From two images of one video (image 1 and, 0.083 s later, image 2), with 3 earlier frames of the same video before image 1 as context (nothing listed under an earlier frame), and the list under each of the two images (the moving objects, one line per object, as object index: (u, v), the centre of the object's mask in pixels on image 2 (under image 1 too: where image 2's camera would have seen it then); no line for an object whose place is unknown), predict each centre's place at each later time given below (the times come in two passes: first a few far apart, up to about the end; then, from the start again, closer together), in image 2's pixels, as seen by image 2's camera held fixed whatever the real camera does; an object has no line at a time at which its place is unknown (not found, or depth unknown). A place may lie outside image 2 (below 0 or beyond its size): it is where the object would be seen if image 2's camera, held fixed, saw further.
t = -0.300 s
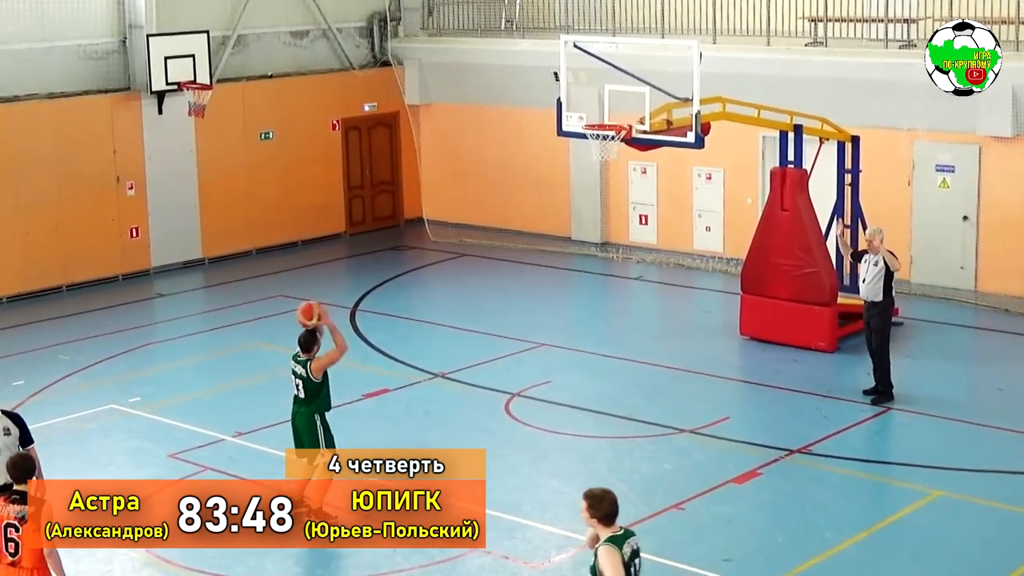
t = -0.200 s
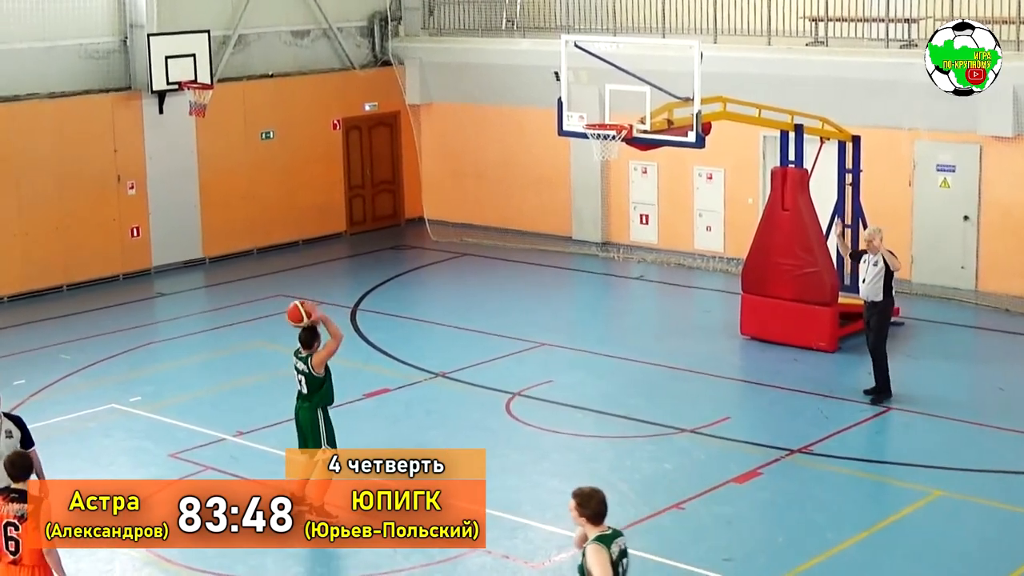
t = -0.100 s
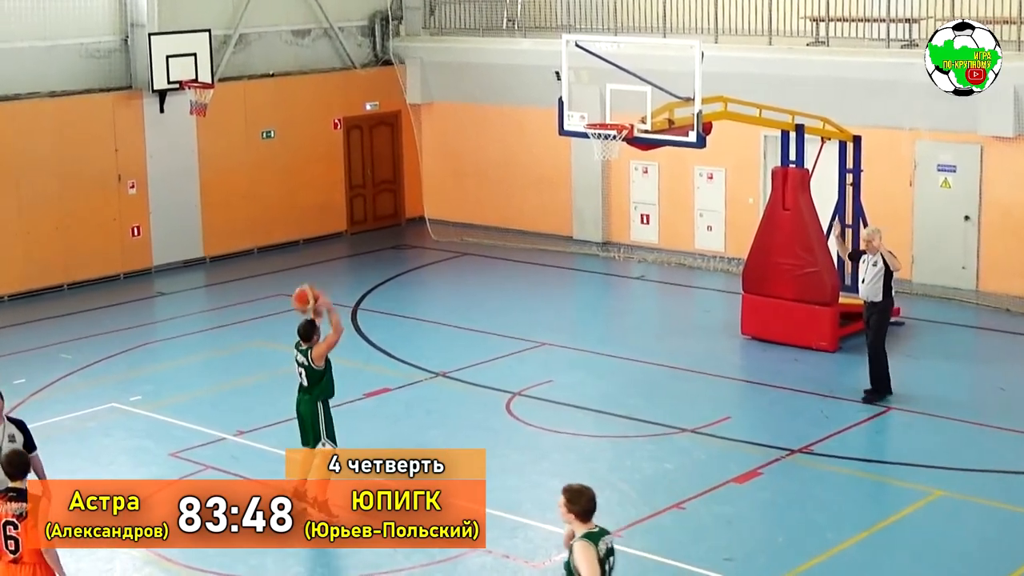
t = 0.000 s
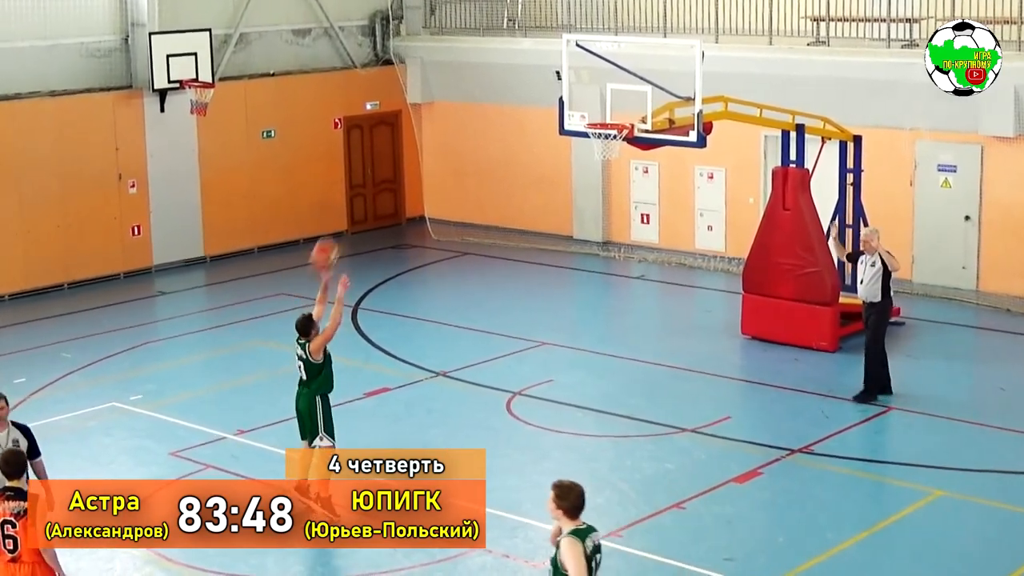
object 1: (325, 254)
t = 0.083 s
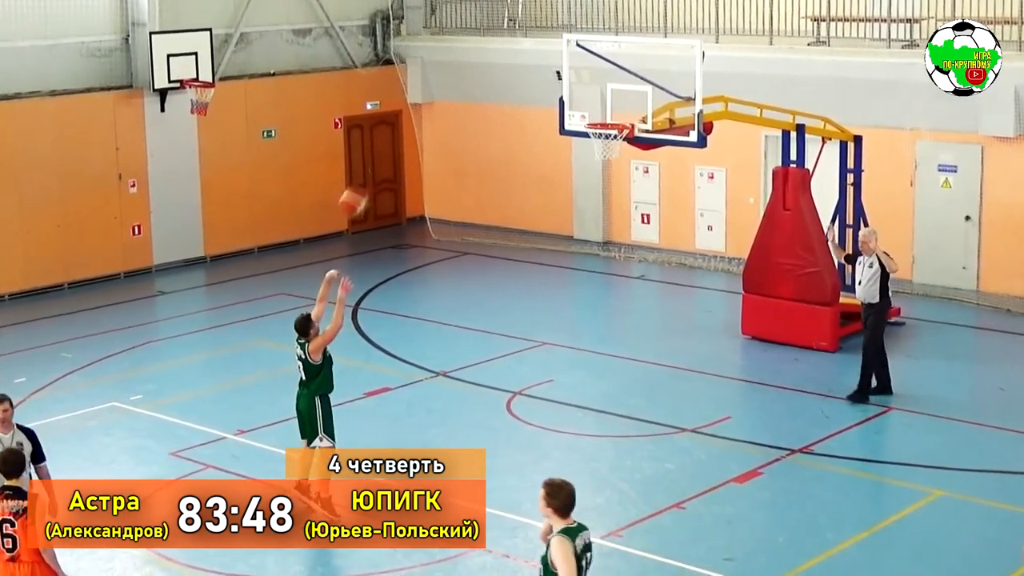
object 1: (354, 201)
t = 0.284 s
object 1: (419, 111)
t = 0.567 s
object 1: (505, 61)
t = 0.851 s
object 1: (581, 93)
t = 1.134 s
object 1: (609, 150)
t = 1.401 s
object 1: (582, 217)
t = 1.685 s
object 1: (556, 353)
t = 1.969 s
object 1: (523, 305)
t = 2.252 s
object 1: (485, 242)
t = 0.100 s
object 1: (359, 191)
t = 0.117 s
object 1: (364, 182)
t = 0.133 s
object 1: (370, 174)
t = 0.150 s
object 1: (376, 166)
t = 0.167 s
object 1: (381, 156)
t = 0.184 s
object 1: (386, 149)
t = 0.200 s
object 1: (392, 141)
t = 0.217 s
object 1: (396, 136)
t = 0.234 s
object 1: (401, 129)
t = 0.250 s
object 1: (407, 122)
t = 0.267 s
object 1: (413, 116)
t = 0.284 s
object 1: (419, 111)
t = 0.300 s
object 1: (425, 105)
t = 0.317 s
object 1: (431, 100)
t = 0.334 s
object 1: (436, 96)
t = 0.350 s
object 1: (441, 91)
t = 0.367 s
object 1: (445, 87)
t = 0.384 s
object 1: (451, 83)
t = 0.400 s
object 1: (456, 78)
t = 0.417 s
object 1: (461, 76)
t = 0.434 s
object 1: (466, 73)
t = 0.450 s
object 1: (471, 71)
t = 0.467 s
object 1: (475, 69)
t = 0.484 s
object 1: (481, 66)
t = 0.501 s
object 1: (487, 64)
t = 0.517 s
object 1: (492, 63)
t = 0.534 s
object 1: (496, 62)
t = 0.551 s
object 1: (501, 61)
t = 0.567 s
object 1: (505, 61)
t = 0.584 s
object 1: (510, 60)
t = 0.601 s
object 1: (516, 60)
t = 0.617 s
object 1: (520, 61)
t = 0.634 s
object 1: (524, 61)
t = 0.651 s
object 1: (529, 62)
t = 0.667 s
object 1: (533, 64)
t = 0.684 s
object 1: (538, 65)
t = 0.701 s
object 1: (543, 67)
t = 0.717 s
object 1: (548, 69)
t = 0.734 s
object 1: (552, 71)
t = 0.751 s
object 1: (555, 73)
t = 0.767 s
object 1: (560, 75)
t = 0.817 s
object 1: (574, 85)
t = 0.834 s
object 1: (578, 89)
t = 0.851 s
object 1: (581, 93)
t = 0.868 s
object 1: (586, 96)
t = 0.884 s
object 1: (590, 101)
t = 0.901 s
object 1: (596, 106)
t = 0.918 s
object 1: (600, 111)
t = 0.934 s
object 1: (603, 115)
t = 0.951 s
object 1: (609, 117)
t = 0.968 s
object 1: (613, 119)
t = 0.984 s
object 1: (620, 135)
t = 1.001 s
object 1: (620, 139)
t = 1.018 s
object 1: (620, 140)
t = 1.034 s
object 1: (619, 141)
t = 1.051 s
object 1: (617, 144)
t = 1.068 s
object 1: (615, 145)
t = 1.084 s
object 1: (613, 146)
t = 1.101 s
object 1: (612, 147)
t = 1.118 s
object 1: (611, 148)
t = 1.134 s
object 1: (609, 150)
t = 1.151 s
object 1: (608, 152)
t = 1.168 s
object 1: (607, 154)
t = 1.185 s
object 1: (604, 157)
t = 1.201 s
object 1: (603, 160)
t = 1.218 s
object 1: (601, 164)
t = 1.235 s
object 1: (600, 167)
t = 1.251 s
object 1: (598, 171)
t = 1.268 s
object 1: (596, 175)
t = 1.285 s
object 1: (594, 179)
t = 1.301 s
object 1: (592, 185)
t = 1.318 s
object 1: (590, 190)
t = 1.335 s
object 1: (589, 194)
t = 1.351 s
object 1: (588, 197)
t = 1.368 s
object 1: (586, 204)
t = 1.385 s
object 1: (585, 210)
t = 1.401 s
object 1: (582, 217)
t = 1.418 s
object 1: (581, 224)
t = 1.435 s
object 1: (580, 228)
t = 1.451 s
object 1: (577, 237)
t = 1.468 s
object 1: (576, 243)
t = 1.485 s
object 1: (574, 249)
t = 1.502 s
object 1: (572, 258)
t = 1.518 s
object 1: (570, 267)
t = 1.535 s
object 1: (569, 274)
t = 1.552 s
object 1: (568, 283)
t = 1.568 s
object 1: (567, 290)
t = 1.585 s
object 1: (566, 298)
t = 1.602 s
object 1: (563, 307)
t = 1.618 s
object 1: (562, 318)
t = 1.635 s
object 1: (561, 324)
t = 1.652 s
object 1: (560, 334)
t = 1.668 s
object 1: (558, 342)
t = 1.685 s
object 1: (556, 353)
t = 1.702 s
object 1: (554, 365)
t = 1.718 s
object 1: (554, 376)
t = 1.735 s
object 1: (552, 385)
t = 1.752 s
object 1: (551, 390)
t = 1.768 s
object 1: (549, 388)
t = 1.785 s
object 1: (547, 381)
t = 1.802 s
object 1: (544, 371)
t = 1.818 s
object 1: (542, 363)
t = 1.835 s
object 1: (540, 357)
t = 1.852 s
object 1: (538, 350)
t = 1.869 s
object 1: (536, 344)
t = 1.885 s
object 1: (534, 336)
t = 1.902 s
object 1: (531, 329)
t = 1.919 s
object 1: (529, 322)
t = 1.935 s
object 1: (527, 316)
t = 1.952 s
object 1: (525, 311)
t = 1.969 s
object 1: (523, 305)
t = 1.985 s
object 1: (521, 300)
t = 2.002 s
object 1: (519, 294)
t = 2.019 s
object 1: (516, 288)
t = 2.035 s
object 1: (514, 283)
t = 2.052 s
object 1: (512, 279)
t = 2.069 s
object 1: (510, 275)
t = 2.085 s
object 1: (508, 271)
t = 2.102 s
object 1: (505, 266)
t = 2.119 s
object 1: (503, 261)
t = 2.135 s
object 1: (500, 258)
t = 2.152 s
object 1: (499, 256)
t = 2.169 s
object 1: (497, 253)
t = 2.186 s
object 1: (494, 250)
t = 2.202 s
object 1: (492, 247)
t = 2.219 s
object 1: (490, 245)
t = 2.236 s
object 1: (488, 243)
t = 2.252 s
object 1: (485, 242)
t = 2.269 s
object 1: (484, 240)
